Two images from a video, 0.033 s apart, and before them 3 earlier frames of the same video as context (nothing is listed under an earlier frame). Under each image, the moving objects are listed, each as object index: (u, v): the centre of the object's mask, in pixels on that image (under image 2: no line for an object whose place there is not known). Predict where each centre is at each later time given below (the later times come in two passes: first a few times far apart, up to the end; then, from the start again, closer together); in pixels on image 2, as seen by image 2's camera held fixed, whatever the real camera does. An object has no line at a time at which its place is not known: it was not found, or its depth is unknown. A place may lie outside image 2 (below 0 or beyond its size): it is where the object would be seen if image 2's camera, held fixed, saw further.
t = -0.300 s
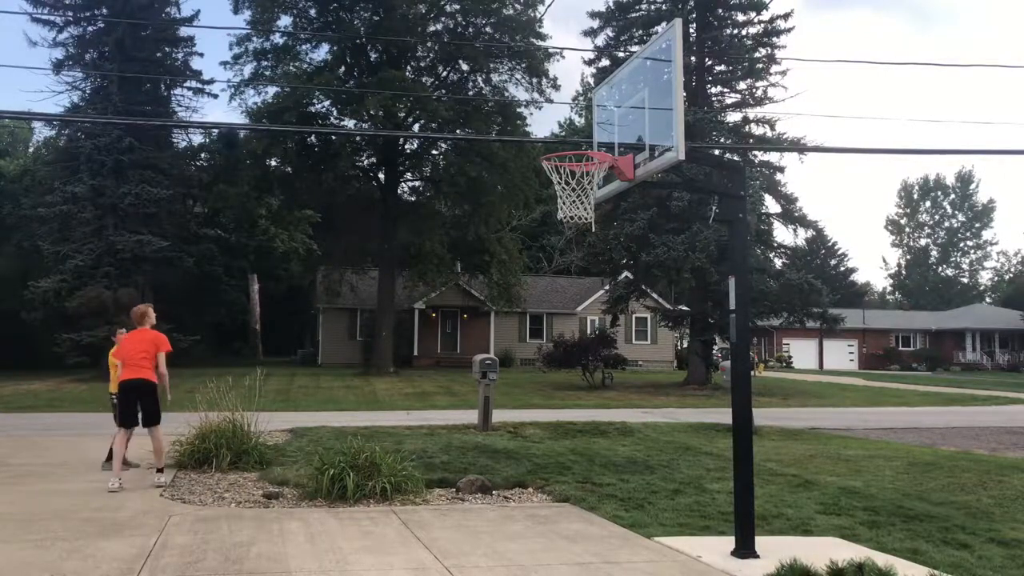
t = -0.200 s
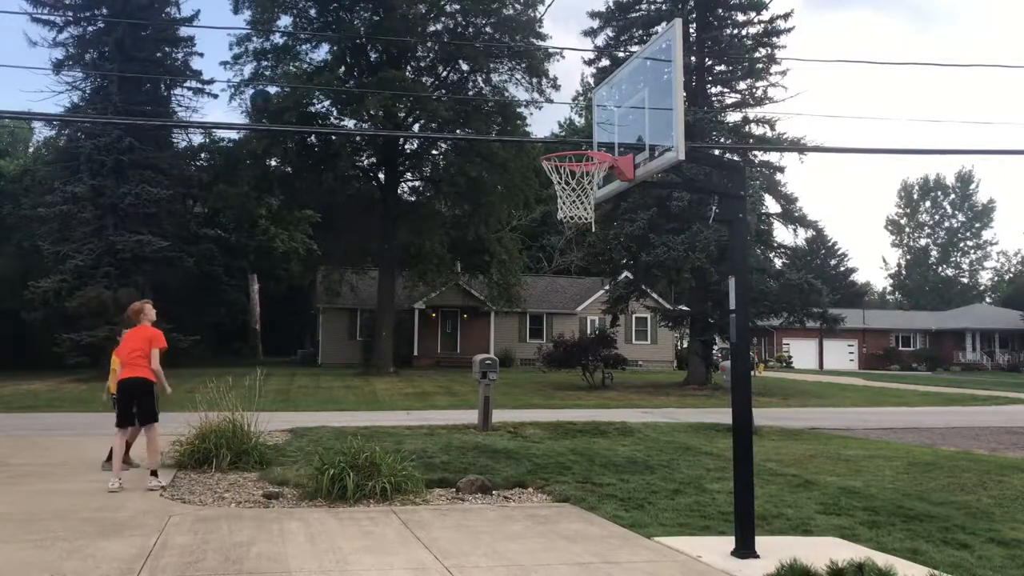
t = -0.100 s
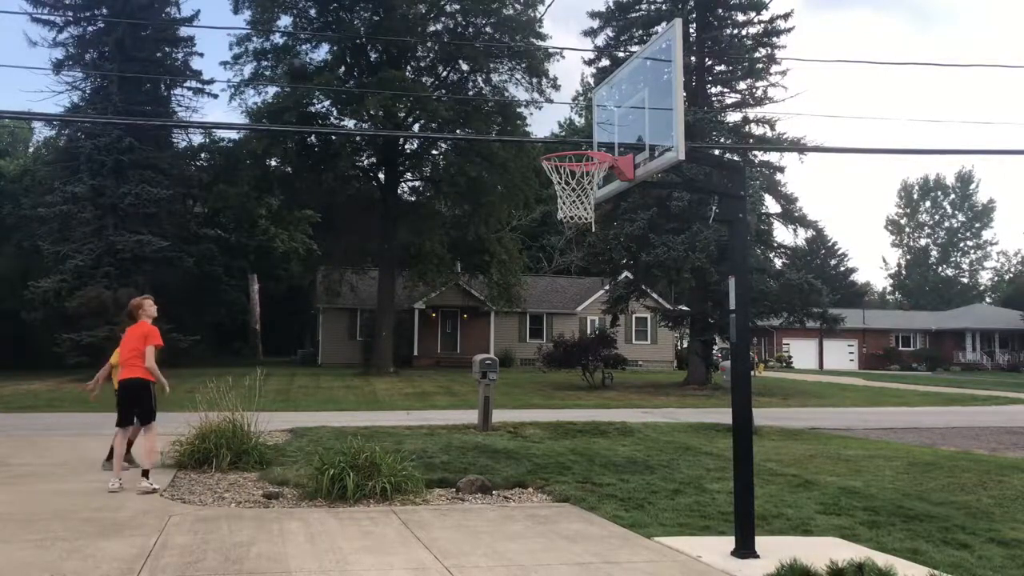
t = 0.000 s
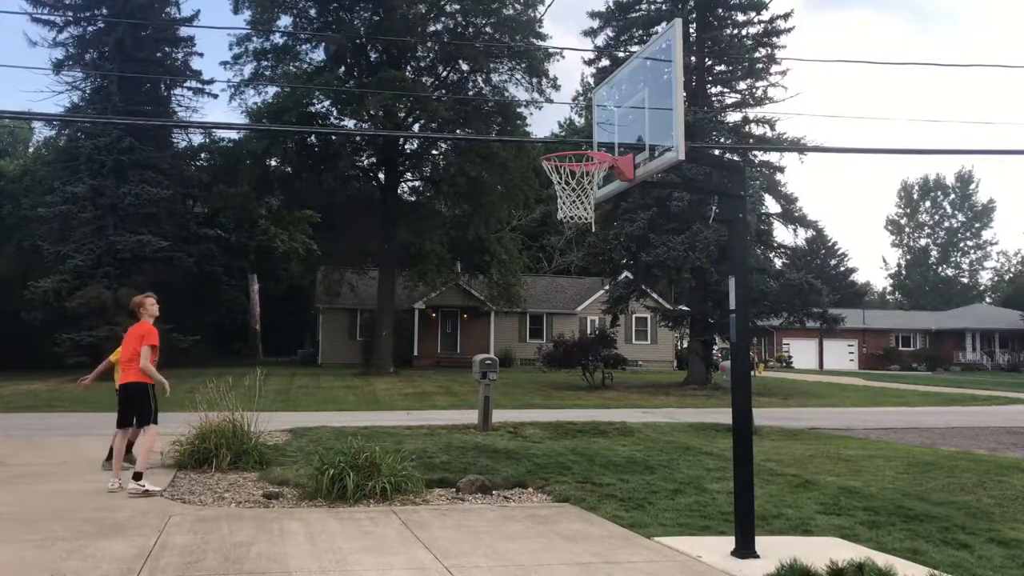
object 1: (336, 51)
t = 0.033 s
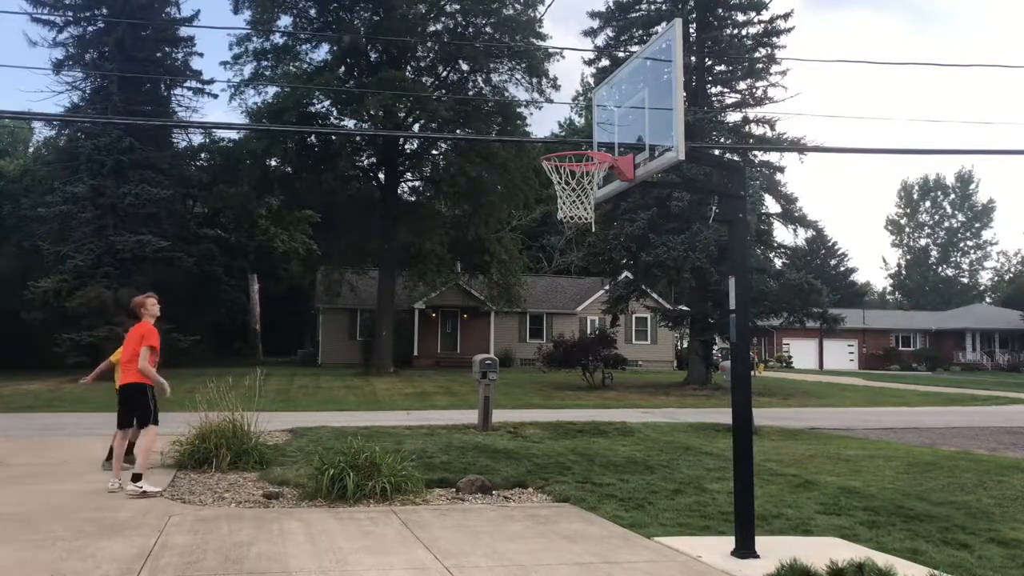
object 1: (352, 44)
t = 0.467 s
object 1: (572, 100)
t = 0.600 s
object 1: (633, 169)
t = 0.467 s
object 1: (572, 100)
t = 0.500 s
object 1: (594, 117)
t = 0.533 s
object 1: (616, 136)
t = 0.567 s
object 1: (639, 156)
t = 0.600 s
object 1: (633, 169)
